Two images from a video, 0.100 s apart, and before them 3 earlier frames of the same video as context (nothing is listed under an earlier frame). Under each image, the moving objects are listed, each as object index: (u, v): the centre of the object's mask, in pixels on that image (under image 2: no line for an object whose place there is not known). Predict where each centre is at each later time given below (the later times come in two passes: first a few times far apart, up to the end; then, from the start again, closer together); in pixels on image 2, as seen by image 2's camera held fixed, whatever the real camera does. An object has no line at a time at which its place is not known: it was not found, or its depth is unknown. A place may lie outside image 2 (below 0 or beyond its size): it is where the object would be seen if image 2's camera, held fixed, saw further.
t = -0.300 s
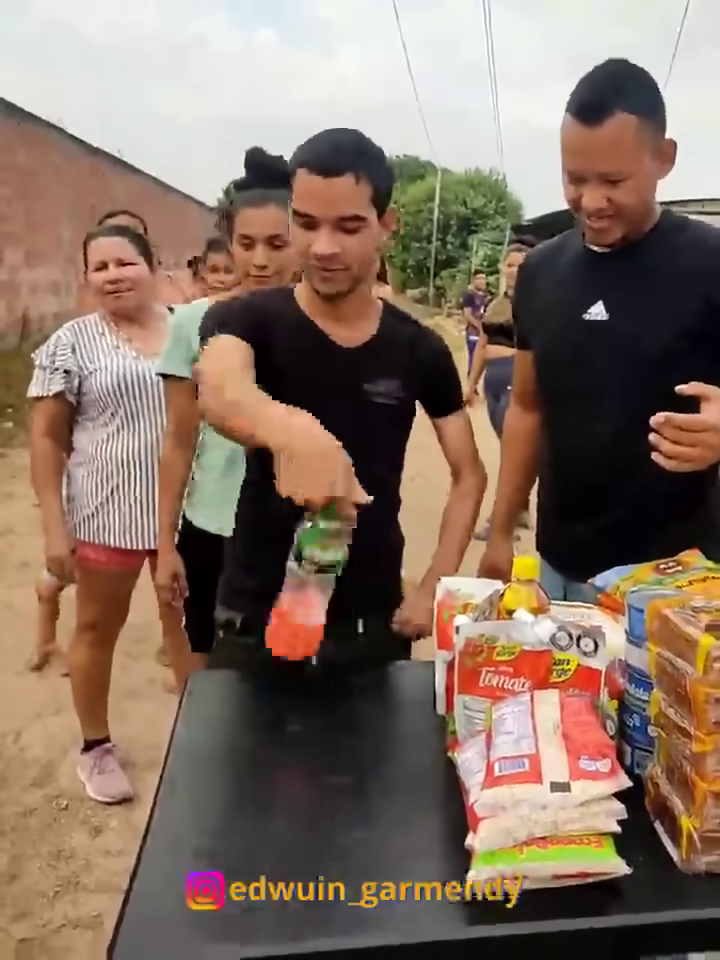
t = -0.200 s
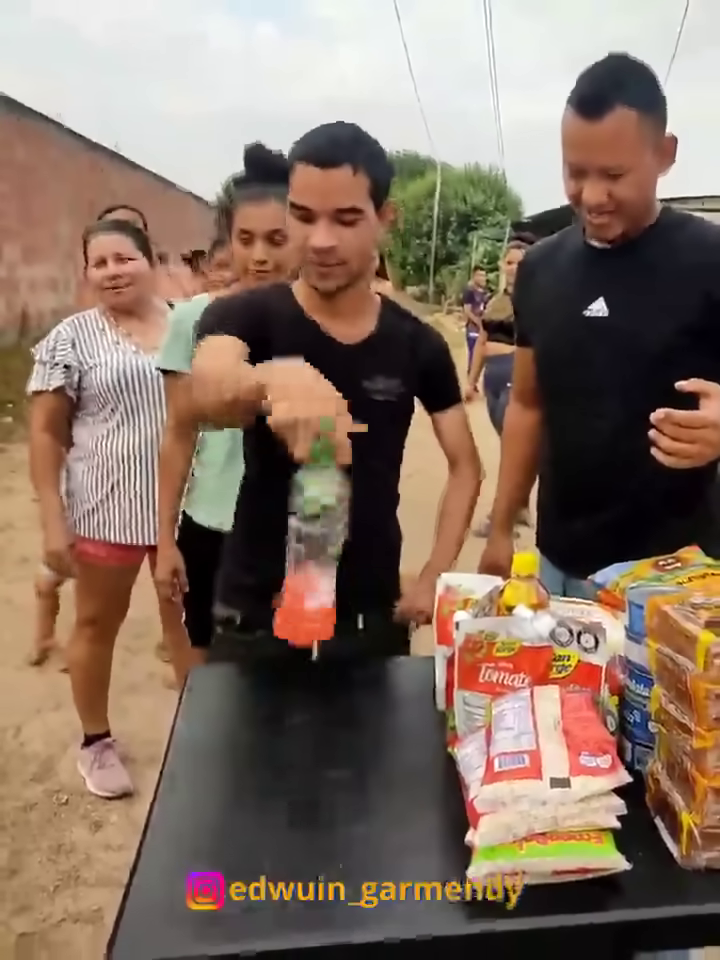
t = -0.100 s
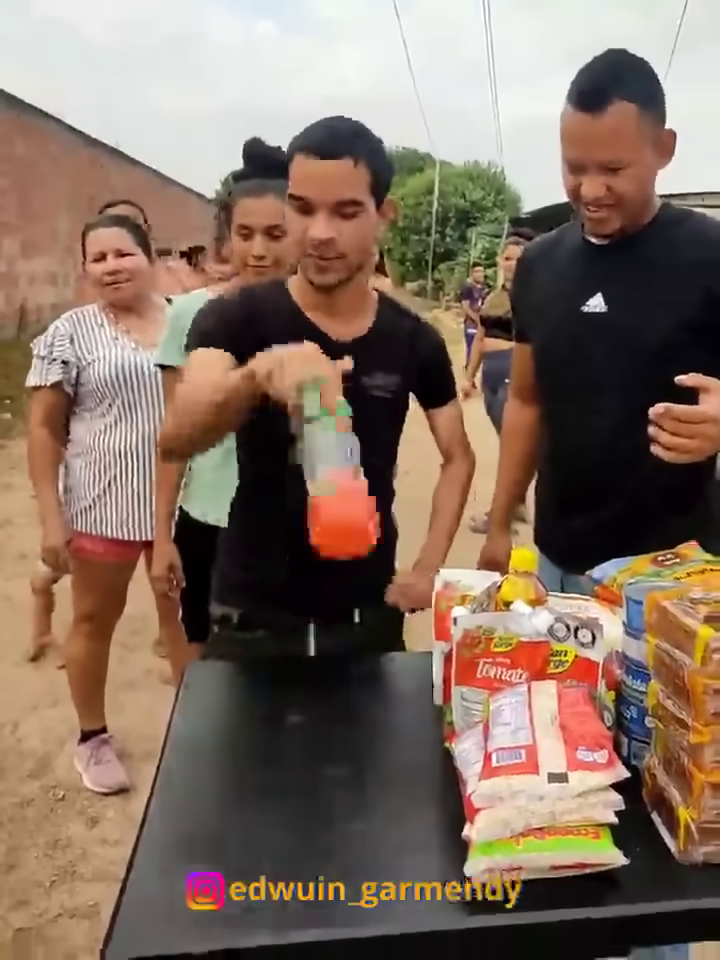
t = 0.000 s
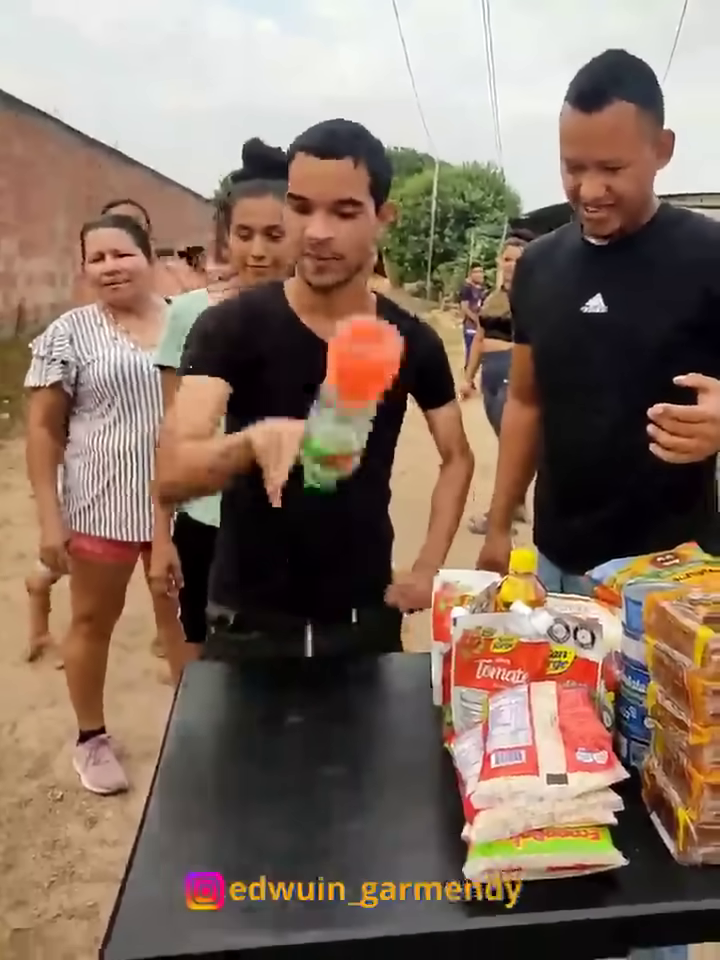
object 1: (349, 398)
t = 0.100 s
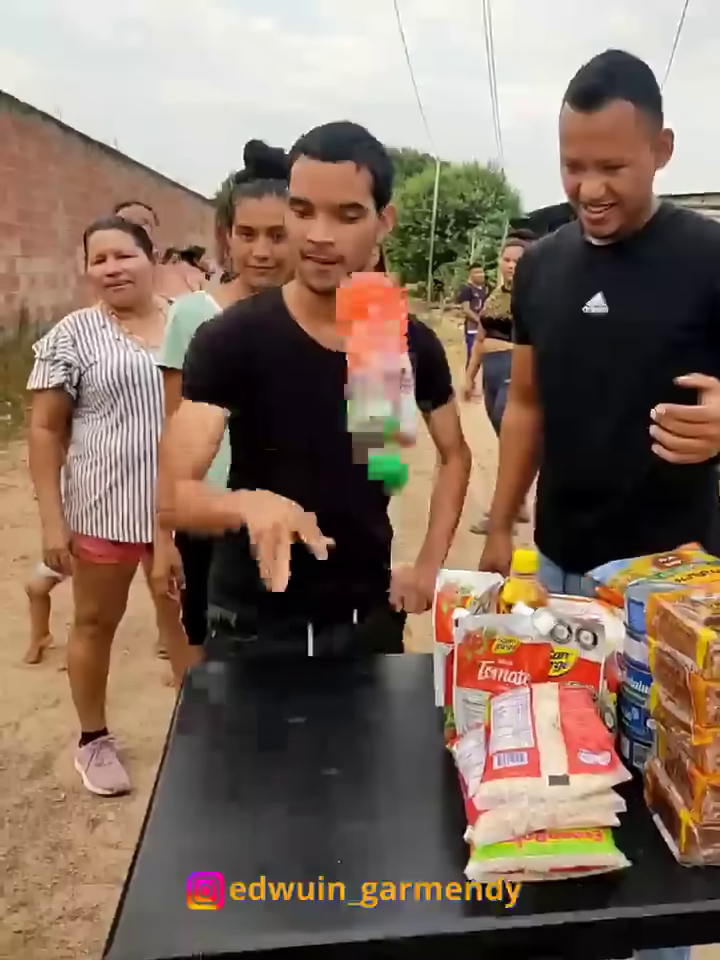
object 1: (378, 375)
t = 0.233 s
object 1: (403, 385)
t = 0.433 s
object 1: (397, 728)
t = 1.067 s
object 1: (416, 765)
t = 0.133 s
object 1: (388, 358)
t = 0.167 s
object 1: (397, 353)
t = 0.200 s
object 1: (401, 363)
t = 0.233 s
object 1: (403, 385)
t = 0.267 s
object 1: (401, 435)
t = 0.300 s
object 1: (400, 495)
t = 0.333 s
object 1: (396, 573)
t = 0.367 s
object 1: (395, 660)
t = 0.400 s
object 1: (396, 712)
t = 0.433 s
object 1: (397, 728)
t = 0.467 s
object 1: (405, 742)
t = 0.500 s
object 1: (406, 742)
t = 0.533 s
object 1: (408, 746)
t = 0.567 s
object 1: (411, 757)
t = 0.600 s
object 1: (417, 764)
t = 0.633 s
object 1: (419, 764)
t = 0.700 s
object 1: (420, 764)
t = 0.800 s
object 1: (419, 763)
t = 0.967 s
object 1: (418, 765)
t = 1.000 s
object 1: (418, 765)
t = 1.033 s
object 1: (417, 765)
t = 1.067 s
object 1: (416, 765)
